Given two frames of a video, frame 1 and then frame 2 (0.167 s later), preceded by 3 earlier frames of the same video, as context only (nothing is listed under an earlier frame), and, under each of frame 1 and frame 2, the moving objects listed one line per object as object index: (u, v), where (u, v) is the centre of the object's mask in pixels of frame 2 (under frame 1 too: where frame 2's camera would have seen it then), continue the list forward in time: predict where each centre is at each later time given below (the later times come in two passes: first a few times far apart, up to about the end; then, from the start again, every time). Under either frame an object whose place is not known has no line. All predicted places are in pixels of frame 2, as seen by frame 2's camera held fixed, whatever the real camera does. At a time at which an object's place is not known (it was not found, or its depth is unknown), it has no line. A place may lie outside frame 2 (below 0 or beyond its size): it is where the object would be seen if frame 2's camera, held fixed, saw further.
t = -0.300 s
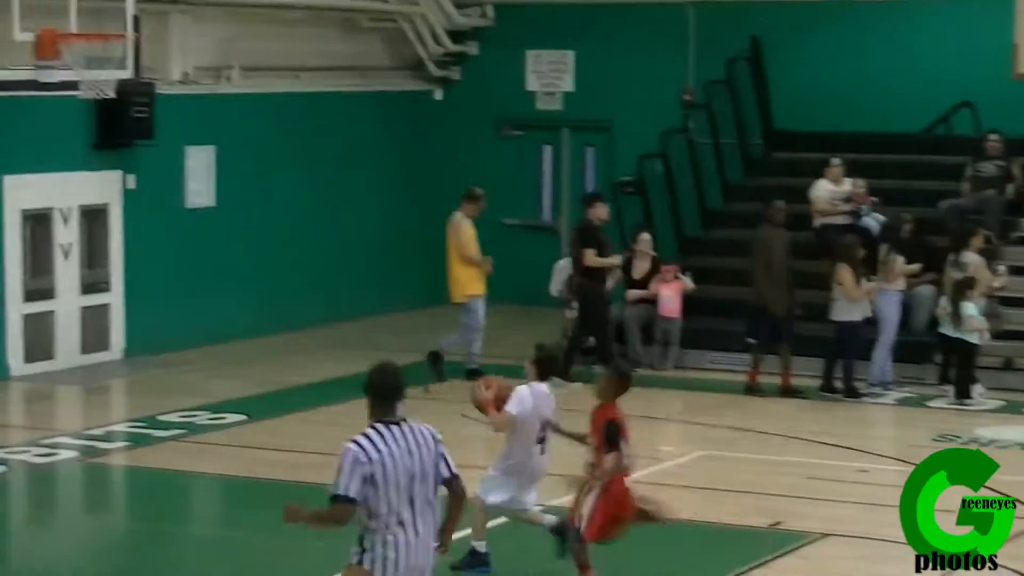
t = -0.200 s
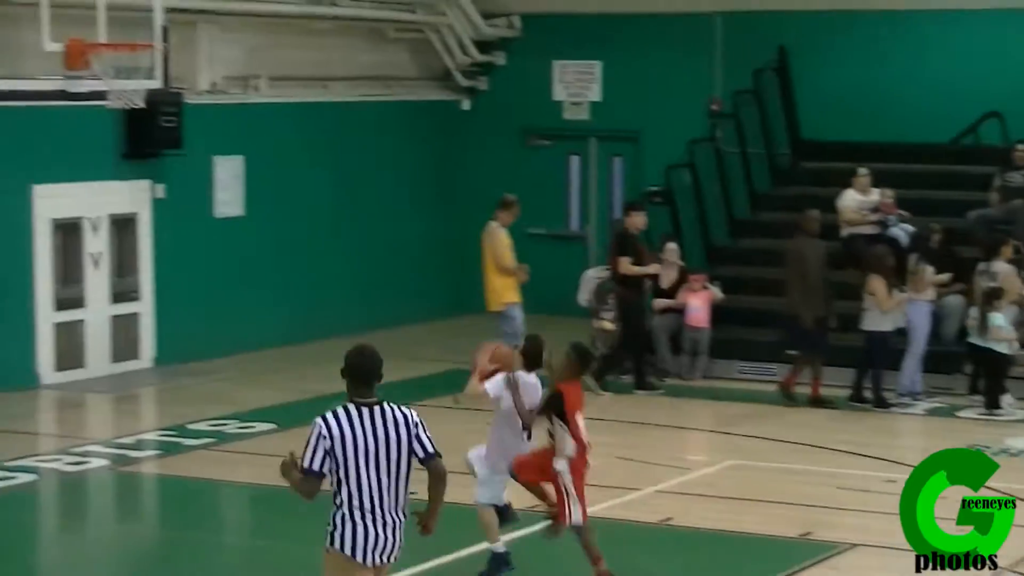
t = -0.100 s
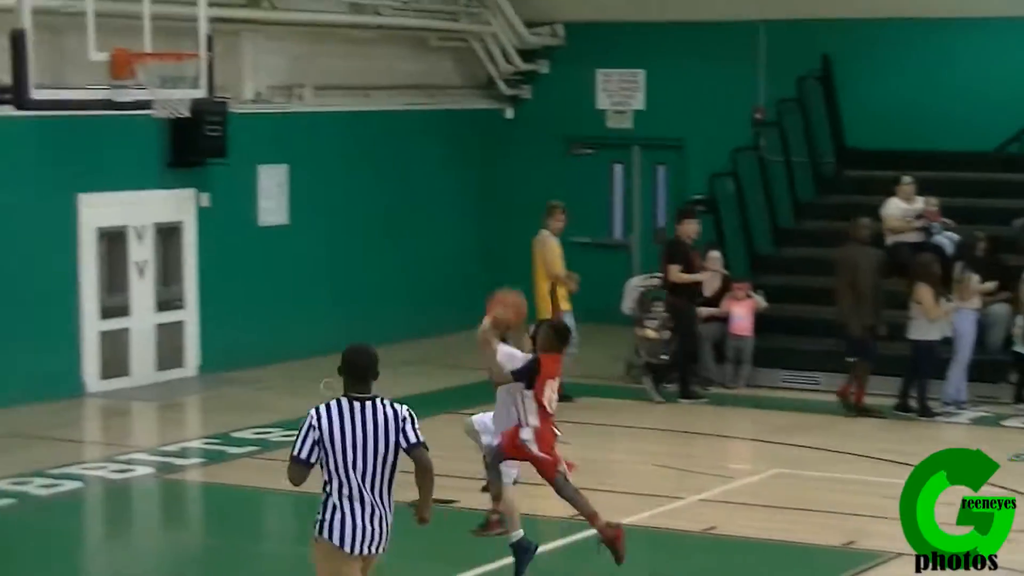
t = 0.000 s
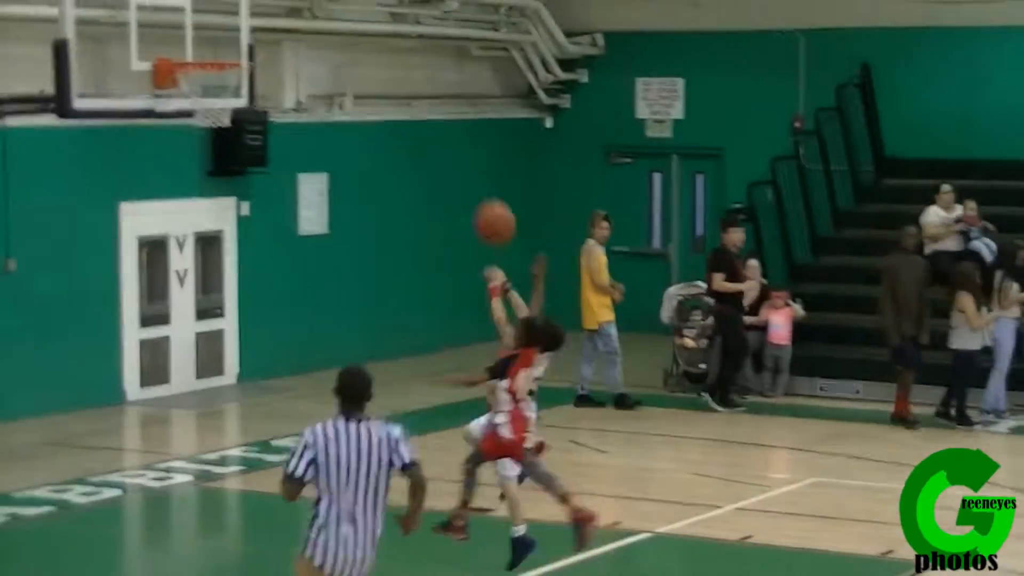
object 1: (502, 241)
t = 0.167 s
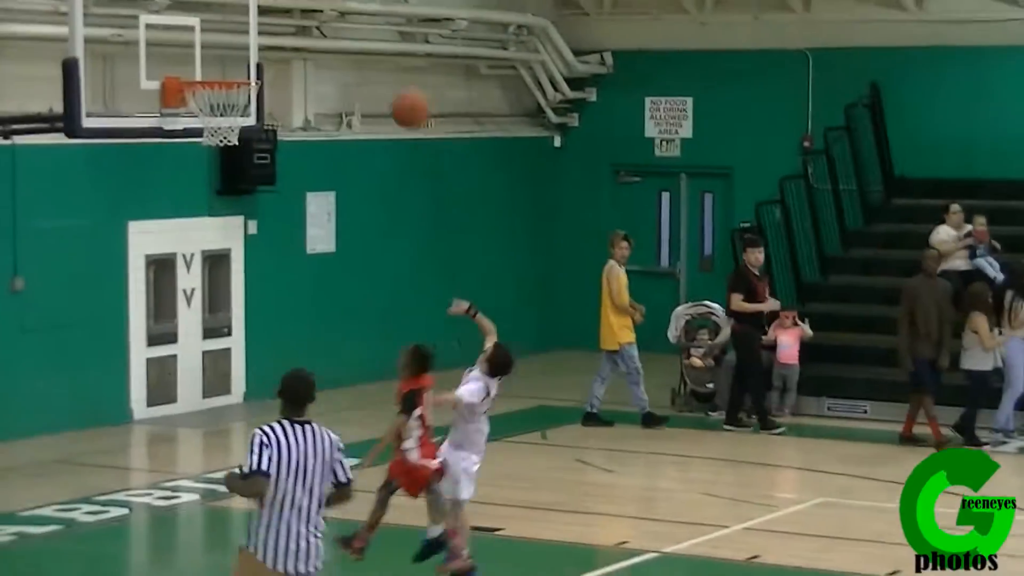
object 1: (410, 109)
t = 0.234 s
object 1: (375, 69)
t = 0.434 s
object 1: (275, -2)
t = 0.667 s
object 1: (258, 1)
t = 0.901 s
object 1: (365, 96)
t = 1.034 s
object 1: (427, 192)
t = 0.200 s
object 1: (392, 88)
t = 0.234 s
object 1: (375, 69)
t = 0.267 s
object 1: (357, 55)
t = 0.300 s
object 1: (340, 38)
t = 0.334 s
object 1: (323, 26)
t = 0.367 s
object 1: (307, 15)
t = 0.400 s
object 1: (290, 6)
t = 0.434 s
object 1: (275, -2)
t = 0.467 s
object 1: (258, -5)
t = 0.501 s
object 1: (242, -8)
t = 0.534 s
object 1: (227, -10)
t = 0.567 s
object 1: (216, -9)
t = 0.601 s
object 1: (228, -8)
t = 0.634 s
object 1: (243, -5)
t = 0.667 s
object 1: (258, 1)
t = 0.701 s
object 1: (273, 10)
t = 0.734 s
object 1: (288, 20)
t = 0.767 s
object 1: (303, 31)
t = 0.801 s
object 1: (318, 44)
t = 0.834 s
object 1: (334, 60)
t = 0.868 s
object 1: (349, 77)
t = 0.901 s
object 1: (365, 96)
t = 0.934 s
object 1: (380, 117)
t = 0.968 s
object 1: (396, 141)
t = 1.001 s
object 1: (411, 166)
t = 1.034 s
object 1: (427, 192)
